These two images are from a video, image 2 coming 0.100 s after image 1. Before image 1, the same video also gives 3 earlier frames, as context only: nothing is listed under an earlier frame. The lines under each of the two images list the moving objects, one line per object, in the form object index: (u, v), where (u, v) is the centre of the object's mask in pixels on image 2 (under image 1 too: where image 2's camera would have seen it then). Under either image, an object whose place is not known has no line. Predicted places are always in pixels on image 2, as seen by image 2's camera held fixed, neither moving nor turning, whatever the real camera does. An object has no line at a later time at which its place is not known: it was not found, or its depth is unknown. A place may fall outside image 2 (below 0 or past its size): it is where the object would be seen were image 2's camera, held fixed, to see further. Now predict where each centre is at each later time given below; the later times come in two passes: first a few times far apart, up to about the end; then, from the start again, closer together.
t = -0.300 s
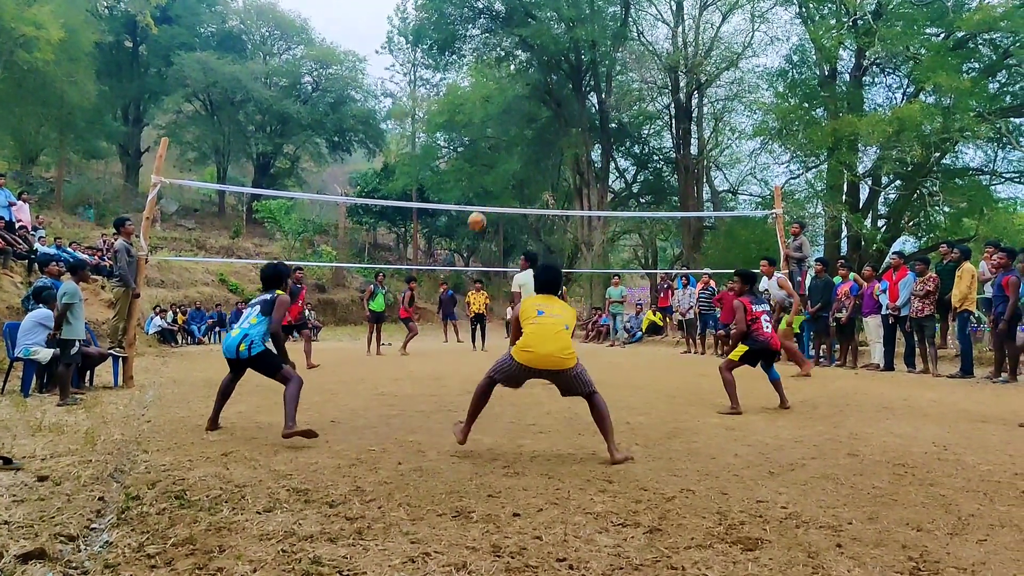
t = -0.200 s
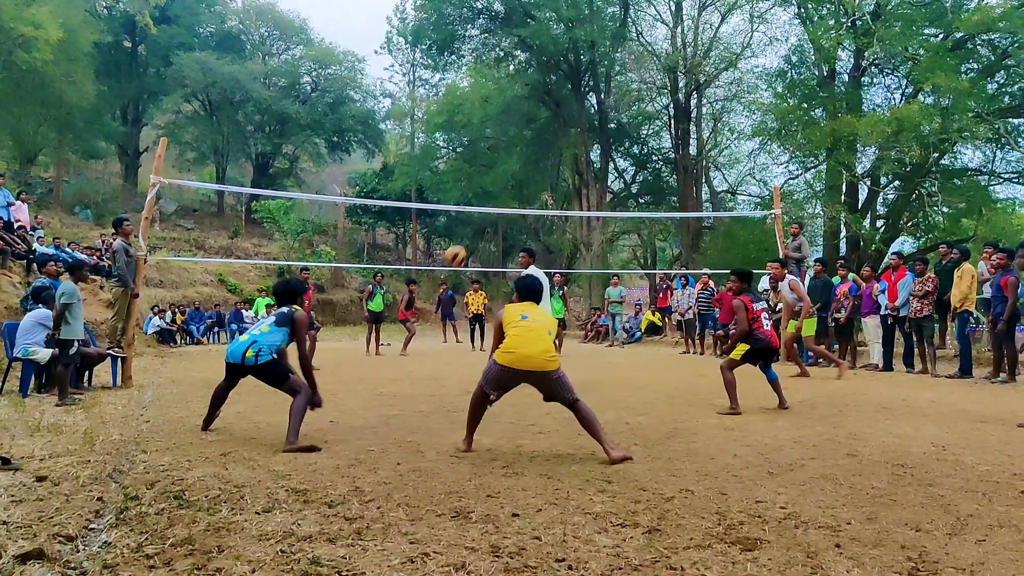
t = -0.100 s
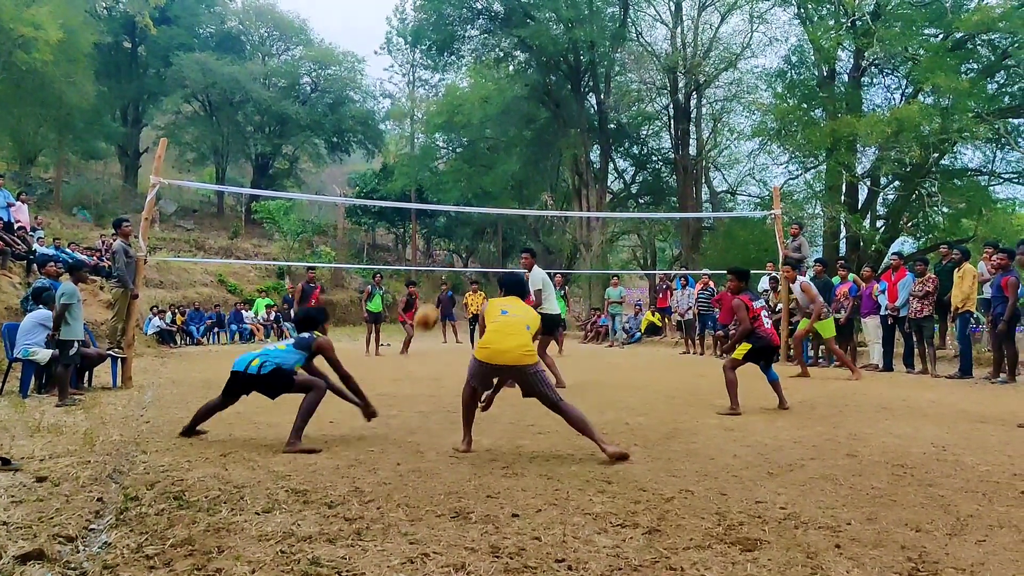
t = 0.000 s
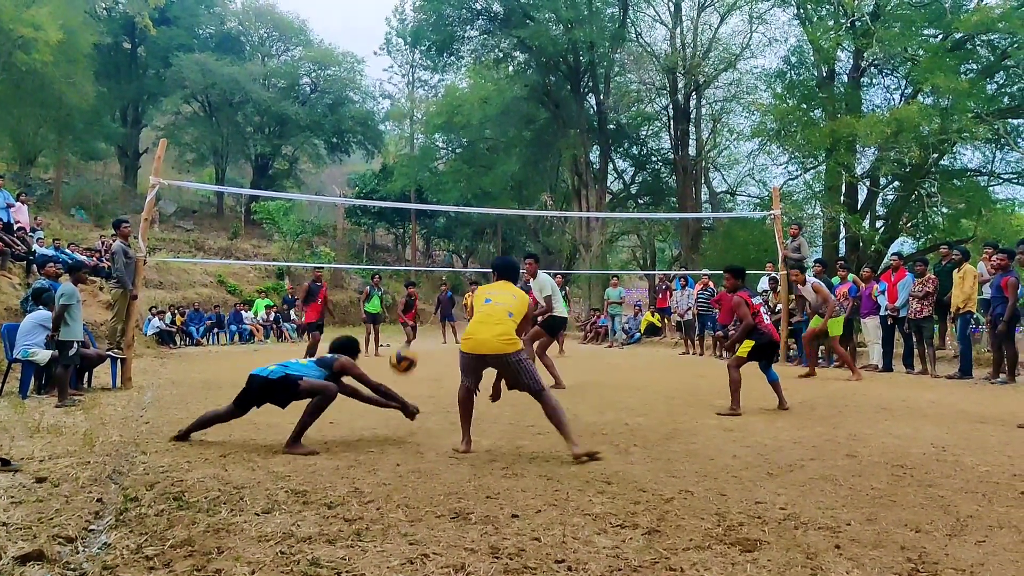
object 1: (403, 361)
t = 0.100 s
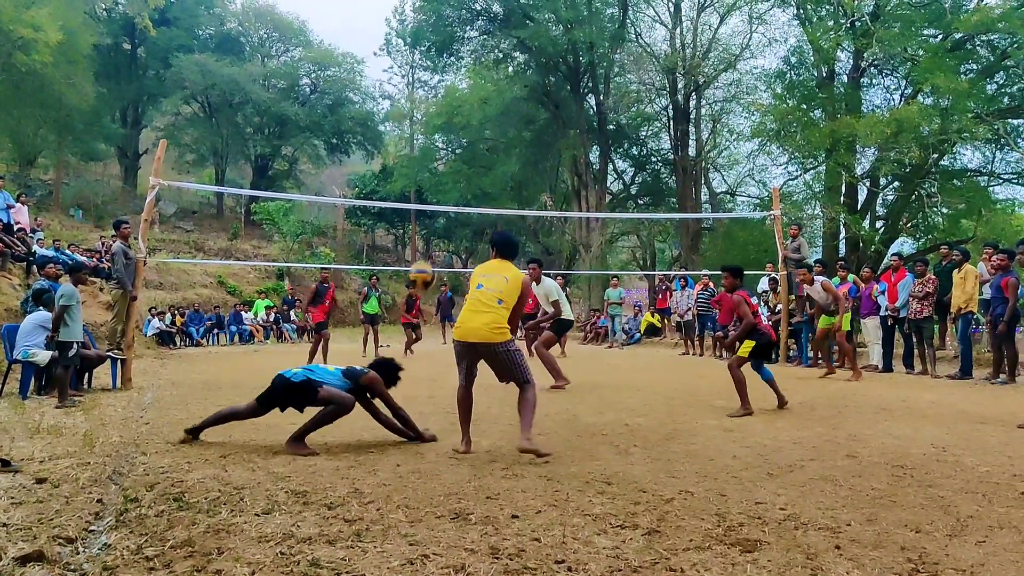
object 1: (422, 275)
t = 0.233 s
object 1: (446, 183)
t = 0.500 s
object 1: (492, 61)
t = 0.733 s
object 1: (534, 28)
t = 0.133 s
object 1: (429, 251)
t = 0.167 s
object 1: (433, 227)
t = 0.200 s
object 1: (439, 204)
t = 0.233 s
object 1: (446, 183)
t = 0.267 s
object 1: (451, 163)
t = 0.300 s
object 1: (456, 143)
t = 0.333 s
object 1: (462, 126)
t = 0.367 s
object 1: (468, 111)
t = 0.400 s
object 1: (474, 96)
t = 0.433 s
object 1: (480, 82)
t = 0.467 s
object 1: (486, 70)
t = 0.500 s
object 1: (492, 61)
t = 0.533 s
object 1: (498, 51)
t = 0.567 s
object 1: (504, 43)
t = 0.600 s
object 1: (510, 37)
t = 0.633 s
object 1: (516, 34)
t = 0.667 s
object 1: (522, 31)
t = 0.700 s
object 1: (528, 29)
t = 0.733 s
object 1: (534, 28)
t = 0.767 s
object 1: (541, 30)
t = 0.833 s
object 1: (554, 37)
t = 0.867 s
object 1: (561, 44)
